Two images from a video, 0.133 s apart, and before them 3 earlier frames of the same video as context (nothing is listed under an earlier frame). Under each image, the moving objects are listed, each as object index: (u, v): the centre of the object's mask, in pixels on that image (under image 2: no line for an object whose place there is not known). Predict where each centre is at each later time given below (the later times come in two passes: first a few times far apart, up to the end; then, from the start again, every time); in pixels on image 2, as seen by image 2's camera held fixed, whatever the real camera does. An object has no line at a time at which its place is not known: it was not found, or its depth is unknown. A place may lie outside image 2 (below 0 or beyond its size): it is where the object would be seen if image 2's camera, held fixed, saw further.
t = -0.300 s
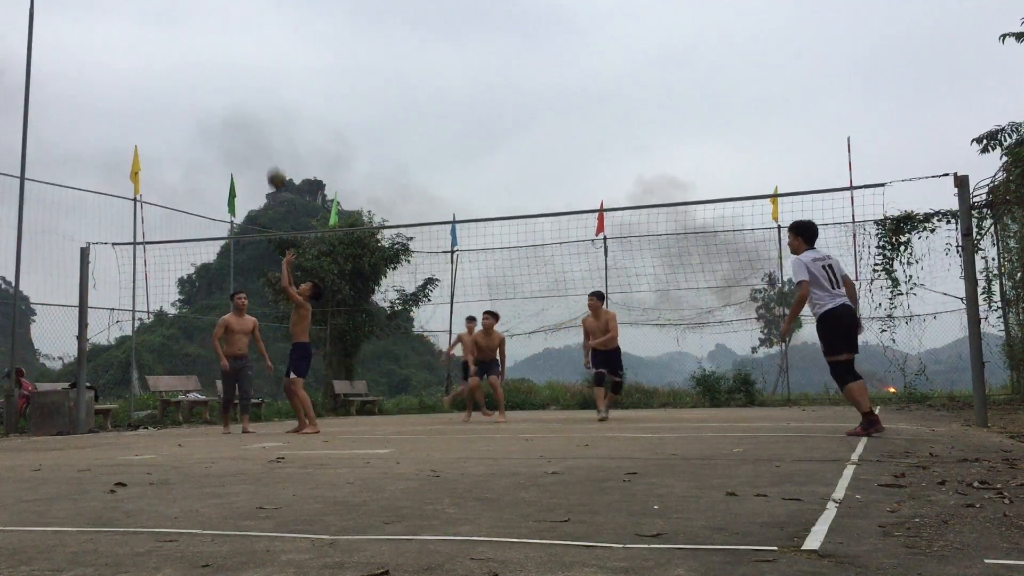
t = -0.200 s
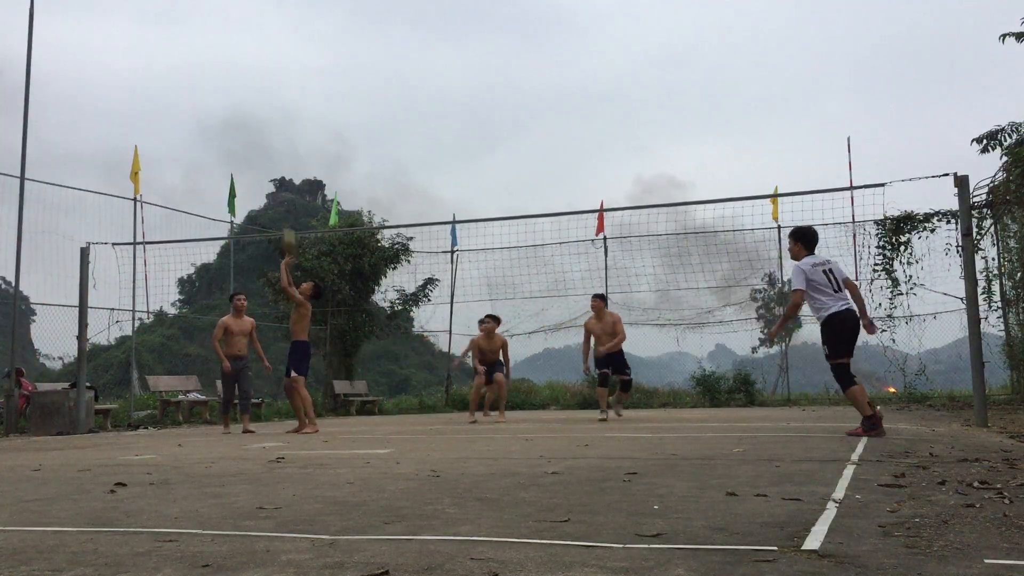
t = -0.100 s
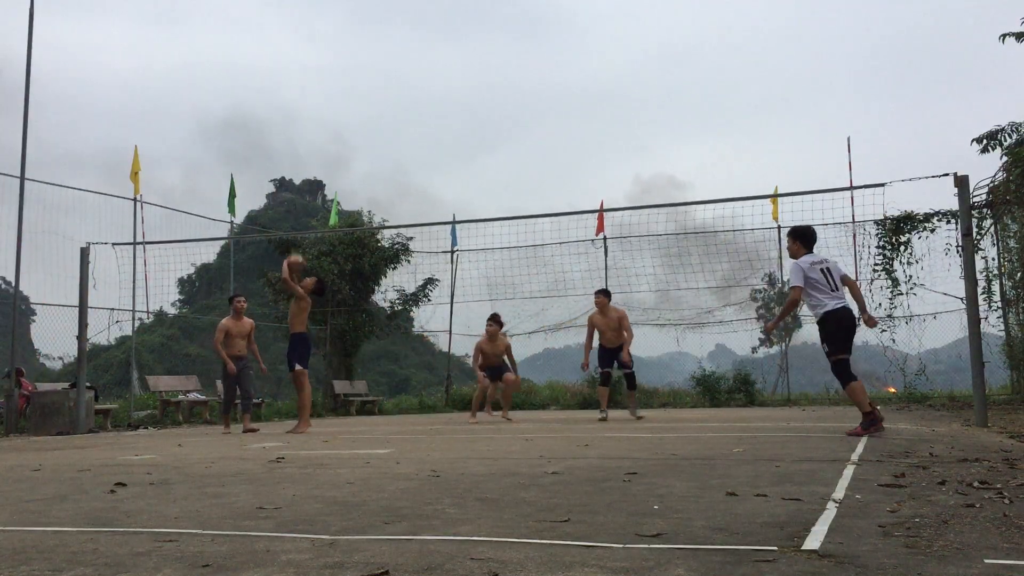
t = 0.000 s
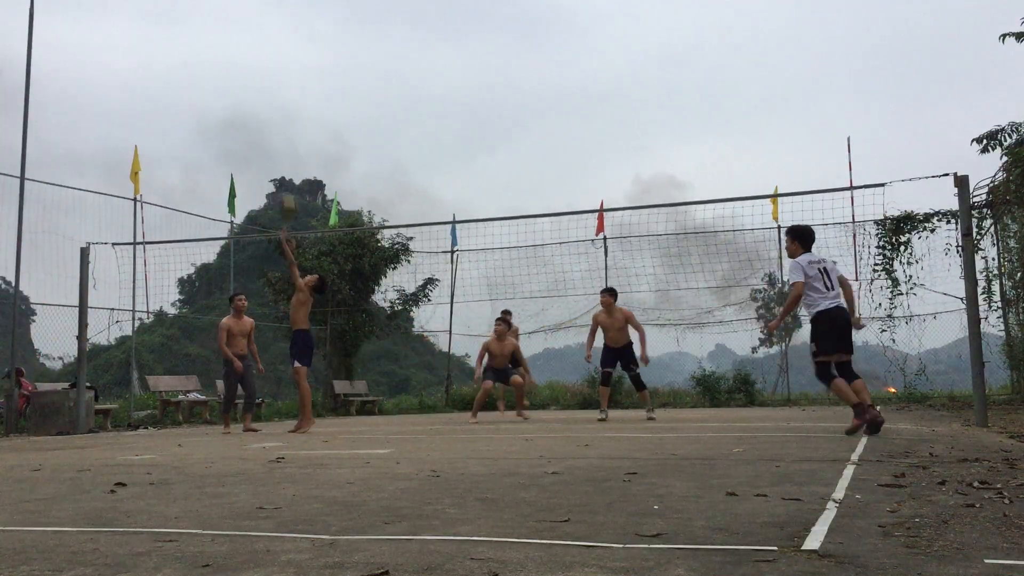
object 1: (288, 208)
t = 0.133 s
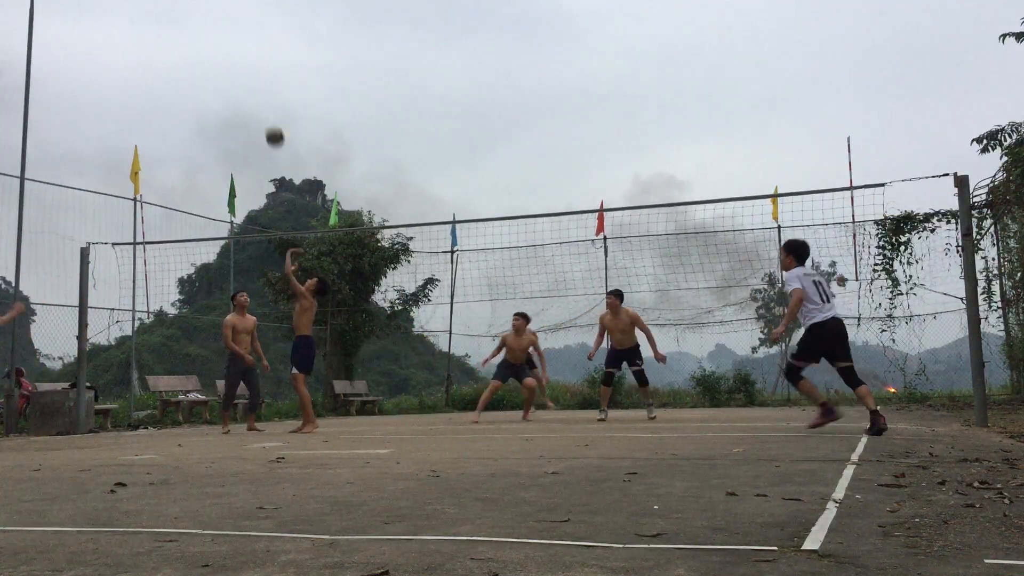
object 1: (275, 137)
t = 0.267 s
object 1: (262, 83)
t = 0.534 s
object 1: (238, 23)
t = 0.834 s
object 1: (213, 26)
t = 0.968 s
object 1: (202, 50)
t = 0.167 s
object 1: (271, 122)
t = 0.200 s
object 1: (268, 108)
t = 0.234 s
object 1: (265, 95)
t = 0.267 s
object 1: (262, 83)
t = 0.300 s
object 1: (259, 72)
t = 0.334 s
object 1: (256, 63)
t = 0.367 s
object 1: (253, 54)
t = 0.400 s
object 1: (250, 46)
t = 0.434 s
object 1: (247, 38)
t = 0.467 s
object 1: (244, 32)
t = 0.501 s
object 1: (241, 27)
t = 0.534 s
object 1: (238, 23)
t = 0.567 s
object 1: (235, 20)
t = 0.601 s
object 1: (232, 17)
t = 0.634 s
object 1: (230, 16)
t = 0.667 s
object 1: (227, 15)
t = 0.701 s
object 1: (224, 16)
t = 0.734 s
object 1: (221, 17)
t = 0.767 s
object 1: (218, 19)
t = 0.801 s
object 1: (216, 22)
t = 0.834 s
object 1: (213, 26)
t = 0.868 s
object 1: (210, 31)
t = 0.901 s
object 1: (208, 36)
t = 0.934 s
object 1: (205, 43)
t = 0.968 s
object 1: (202, 50)
